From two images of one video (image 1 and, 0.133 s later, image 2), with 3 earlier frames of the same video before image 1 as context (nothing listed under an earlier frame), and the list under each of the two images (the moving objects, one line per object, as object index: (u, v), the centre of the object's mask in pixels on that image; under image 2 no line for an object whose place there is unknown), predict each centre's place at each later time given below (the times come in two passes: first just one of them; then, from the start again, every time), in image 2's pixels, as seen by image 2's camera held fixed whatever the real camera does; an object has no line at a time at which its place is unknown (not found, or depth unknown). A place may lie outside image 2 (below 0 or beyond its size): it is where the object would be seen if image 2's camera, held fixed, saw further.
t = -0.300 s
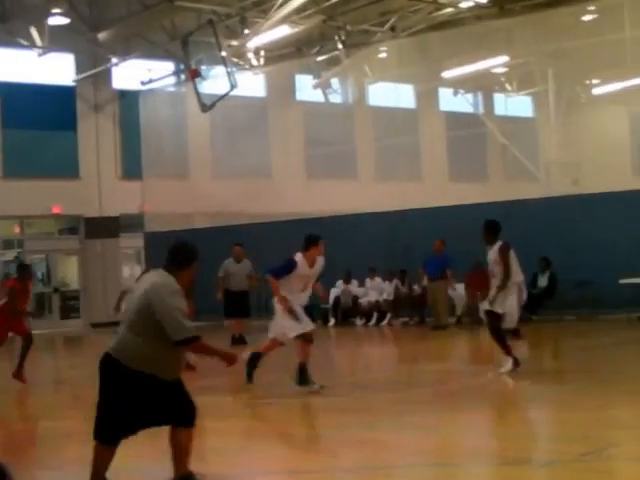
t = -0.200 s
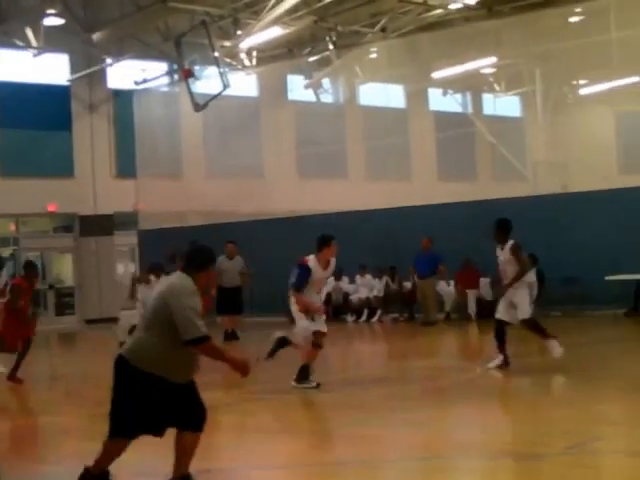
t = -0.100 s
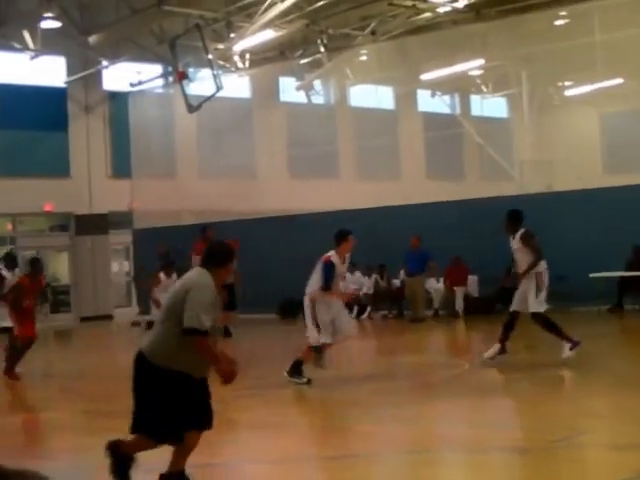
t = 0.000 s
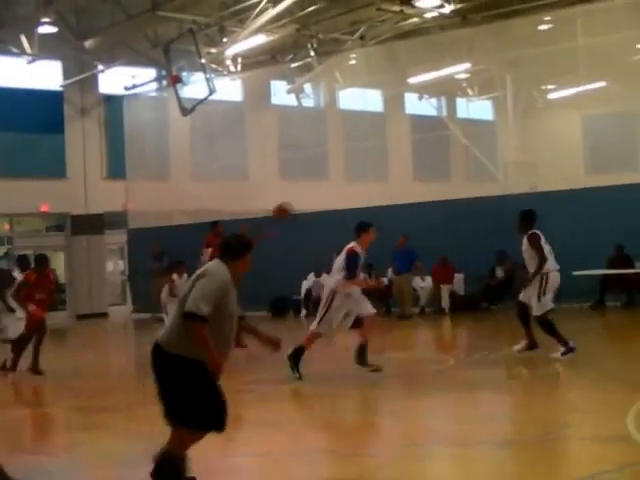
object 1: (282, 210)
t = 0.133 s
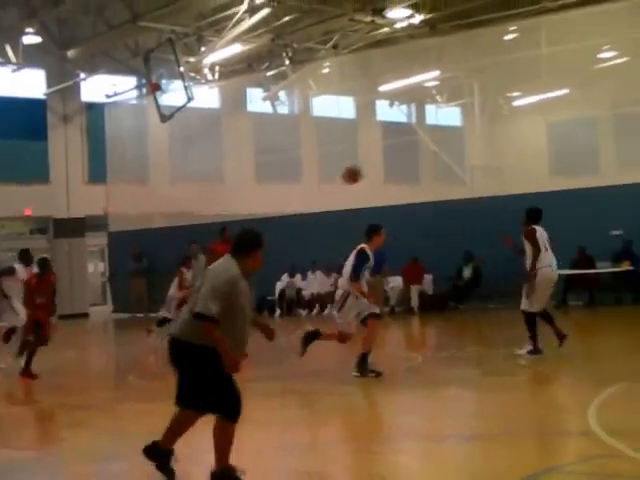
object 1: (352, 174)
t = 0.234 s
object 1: (428, 149)
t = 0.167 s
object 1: (376, 166)
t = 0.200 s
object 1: (402, 158)
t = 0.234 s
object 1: (428, 149)
